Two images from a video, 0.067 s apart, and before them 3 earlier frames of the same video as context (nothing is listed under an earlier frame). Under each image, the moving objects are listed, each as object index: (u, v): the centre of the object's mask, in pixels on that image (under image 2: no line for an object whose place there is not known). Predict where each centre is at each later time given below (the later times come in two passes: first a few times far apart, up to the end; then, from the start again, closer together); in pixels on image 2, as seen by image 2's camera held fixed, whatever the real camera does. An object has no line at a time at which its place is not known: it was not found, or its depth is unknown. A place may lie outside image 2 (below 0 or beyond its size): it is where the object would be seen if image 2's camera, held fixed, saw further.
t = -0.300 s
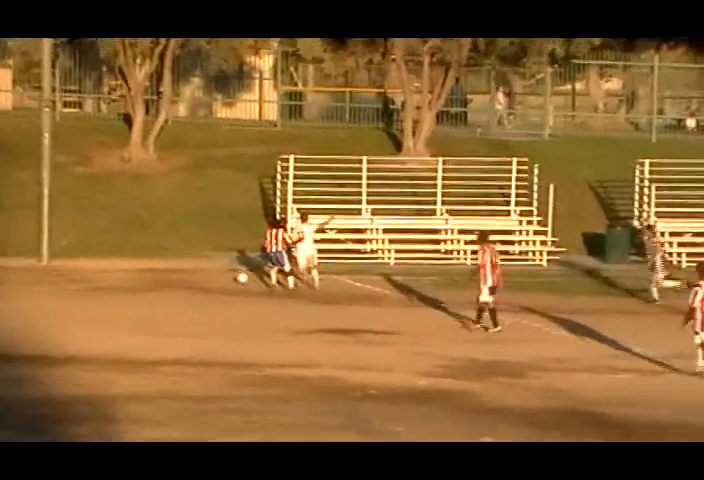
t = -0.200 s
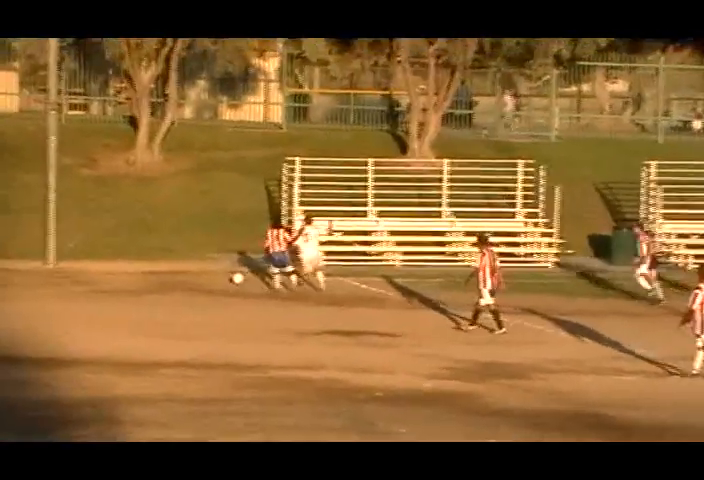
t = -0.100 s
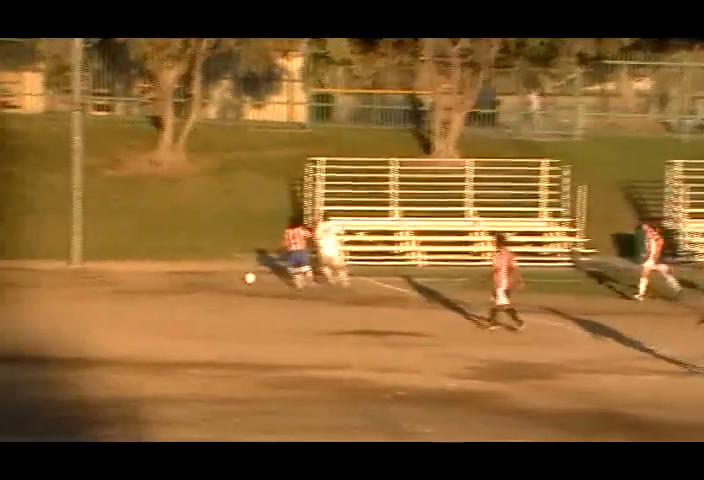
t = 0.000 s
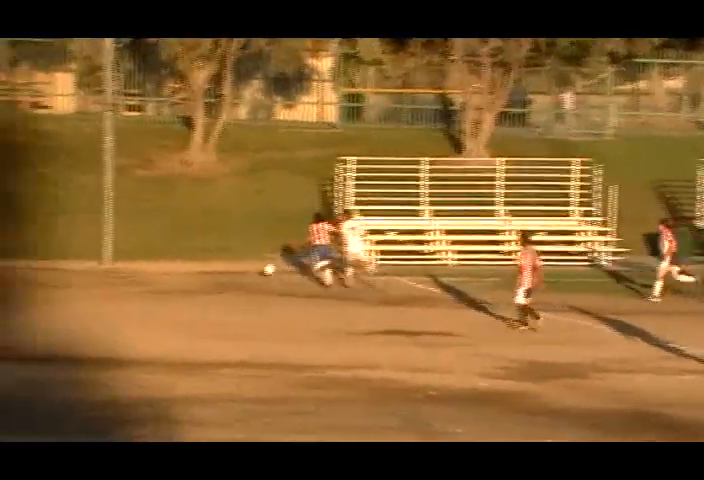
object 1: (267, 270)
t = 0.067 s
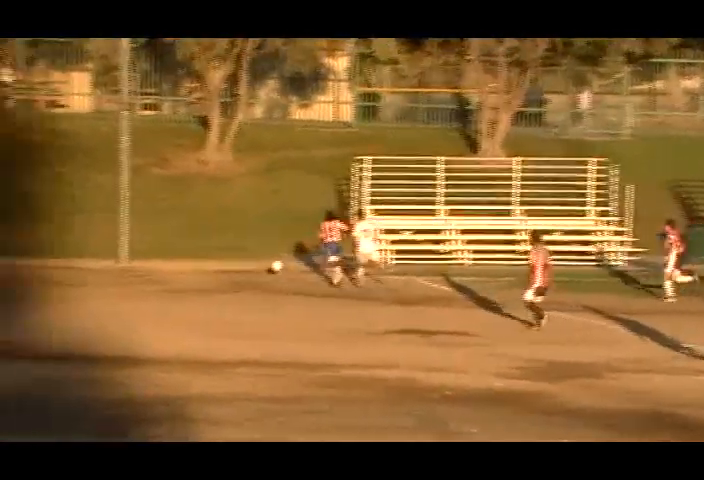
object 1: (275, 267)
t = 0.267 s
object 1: (252, 270)
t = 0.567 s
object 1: (223, 268)
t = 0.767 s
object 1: (204, 262)
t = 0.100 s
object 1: (271, 267)
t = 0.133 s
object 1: (267, 266)
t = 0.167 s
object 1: (264, 267)
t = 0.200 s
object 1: (260, 267)
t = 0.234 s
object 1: (256, 268)
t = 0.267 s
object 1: (252, 270)
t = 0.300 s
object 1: (249, 270)
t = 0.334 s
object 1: (246, 269)
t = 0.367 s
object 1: (242, 267)
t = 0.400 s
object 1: (239, 266)
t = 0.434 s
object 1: (236, 266)
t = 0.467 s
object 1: (233, 266)
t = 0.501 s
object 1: (230, 267)
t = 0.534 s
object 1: (227, 267)
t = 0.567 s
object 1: (223, 268)
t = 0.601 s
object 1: (220, 269)
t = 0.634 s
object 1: (217, 266)
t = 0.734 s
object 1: (207, 262)
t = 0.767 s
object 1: (204, 262)
